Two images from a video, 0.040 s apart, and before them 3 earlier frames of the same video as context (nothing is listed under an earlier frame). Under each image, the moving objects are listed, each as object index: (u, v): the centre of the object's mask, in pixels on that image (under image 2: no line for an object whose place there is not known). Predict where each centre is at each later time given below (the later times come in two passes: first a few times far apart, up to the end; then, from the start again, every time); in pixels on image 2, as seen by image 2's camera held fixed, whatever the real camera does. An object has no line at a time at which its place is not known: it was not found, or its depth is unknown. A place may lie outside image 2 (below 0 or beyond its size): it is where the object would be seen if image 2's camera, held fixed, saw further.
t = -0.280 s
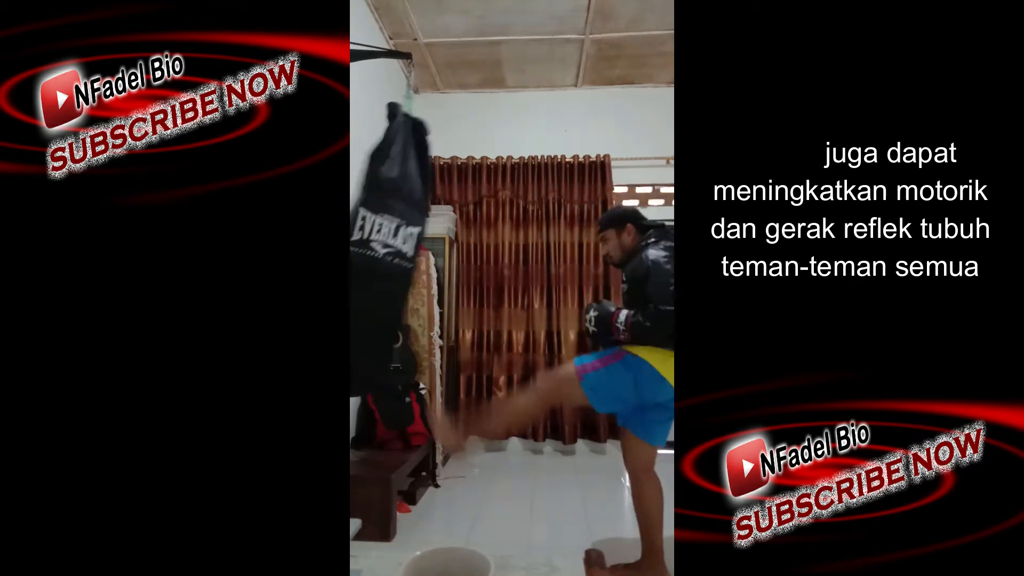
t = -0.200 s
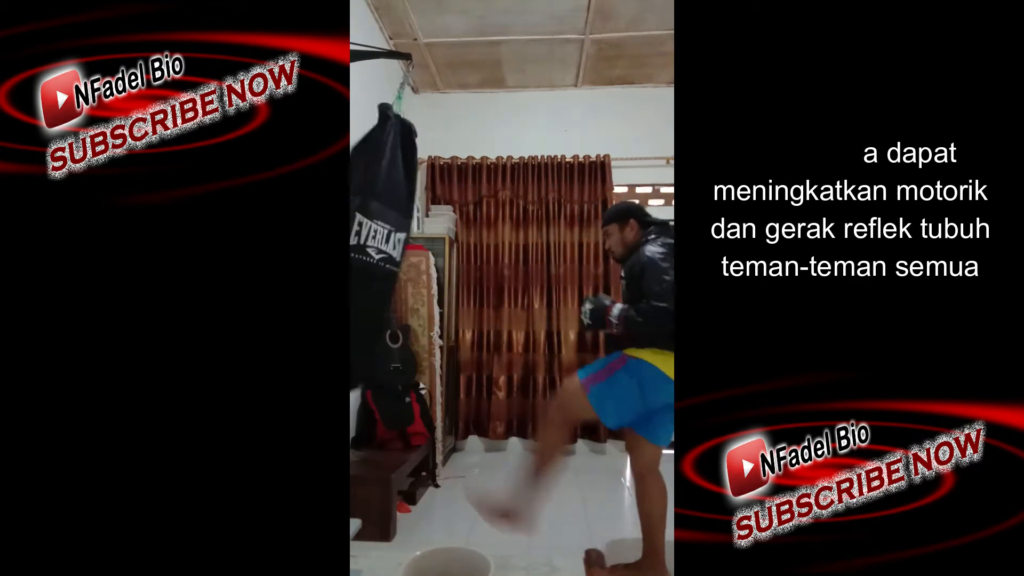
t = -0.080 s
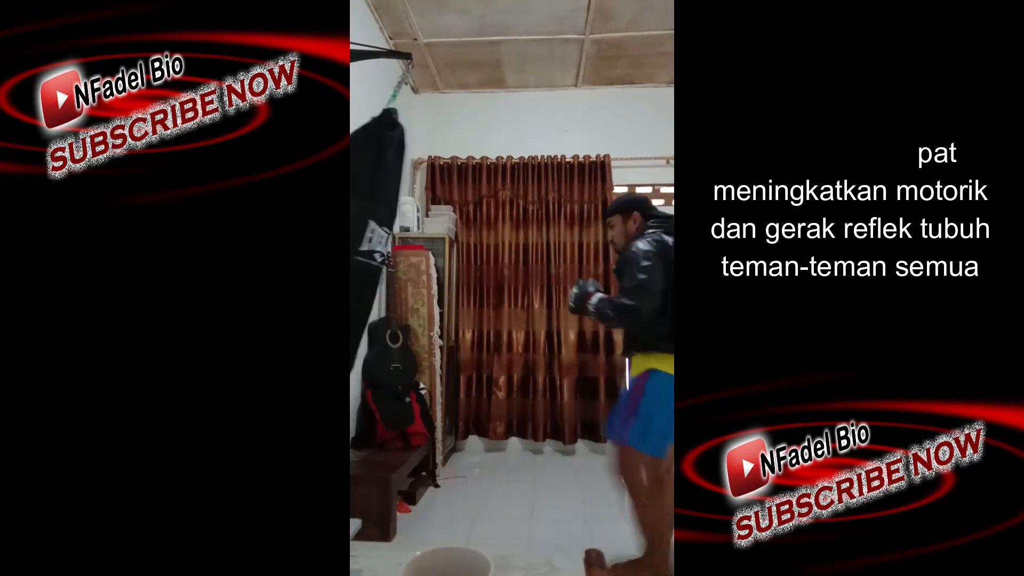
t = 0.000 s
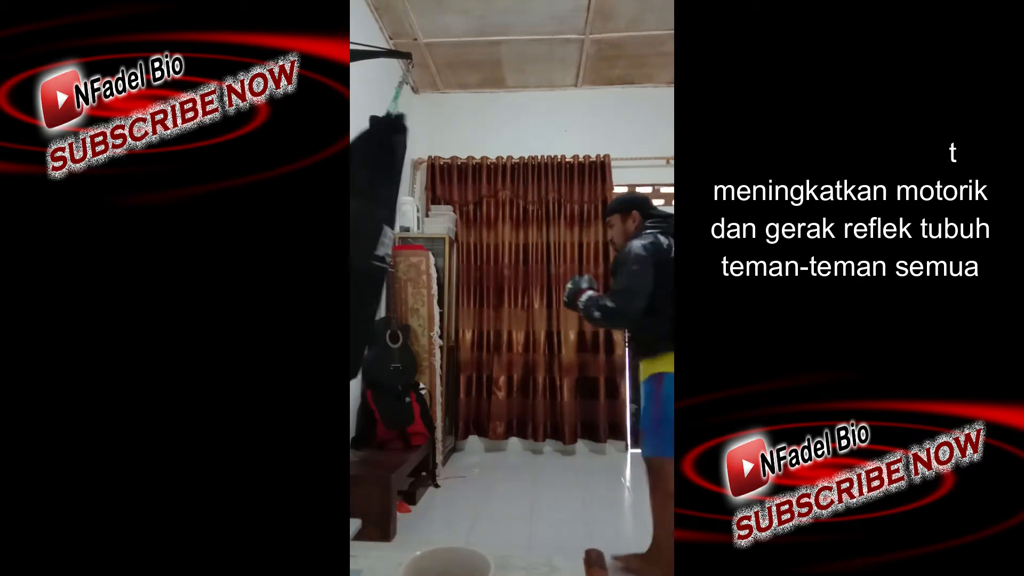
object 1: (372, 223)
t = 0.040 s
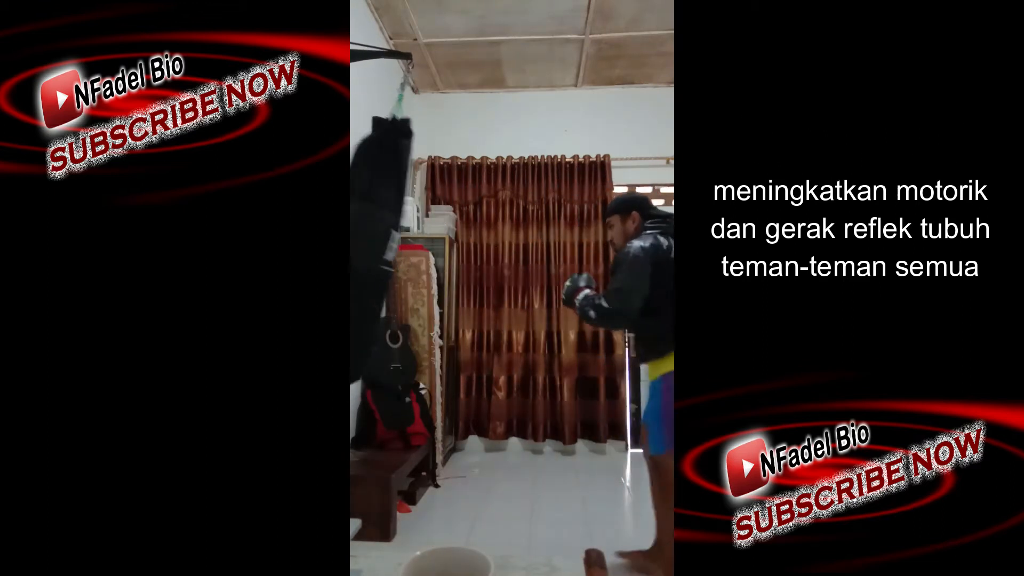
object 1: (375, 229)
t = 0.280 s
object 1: (391, 256)
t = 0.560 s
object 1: (438, 257)
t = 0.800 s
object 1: (463, 254)
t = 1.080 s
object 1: (465, 257)
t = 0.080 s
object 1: (378, 234)
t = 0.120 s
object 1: (382, 242)
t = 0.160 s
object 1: (384, 245)
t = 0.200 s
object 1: (386, 252)
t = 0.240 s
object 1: (388, 254)
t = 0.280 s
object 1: (391, 256)
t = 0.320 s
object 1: (401, 260)
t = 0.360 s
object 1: (408, 255)
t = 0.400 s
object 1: (413, 259)
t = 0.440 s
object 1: (418, 262)
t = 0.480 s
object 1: (424, 263)
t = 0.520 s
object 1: (429, 262)
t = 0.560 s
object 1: (438, 257)
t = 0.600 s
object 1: (443, 256)
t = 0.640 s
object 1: (447, 255)
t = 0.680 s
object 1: (451, 255)
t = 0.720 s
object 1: (454, 255)
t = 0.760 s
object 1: (460, 254)
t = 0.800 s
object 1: (463, 254)
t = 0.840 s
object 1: (465, 253)
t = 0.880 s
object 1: (467, 255)
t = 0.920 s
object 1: (468, 256)
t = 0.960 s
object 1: (469, 257)
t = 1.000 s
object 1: (469, 258)
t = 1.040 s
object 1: (467, 257)
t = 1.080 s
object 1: (465, 257)
